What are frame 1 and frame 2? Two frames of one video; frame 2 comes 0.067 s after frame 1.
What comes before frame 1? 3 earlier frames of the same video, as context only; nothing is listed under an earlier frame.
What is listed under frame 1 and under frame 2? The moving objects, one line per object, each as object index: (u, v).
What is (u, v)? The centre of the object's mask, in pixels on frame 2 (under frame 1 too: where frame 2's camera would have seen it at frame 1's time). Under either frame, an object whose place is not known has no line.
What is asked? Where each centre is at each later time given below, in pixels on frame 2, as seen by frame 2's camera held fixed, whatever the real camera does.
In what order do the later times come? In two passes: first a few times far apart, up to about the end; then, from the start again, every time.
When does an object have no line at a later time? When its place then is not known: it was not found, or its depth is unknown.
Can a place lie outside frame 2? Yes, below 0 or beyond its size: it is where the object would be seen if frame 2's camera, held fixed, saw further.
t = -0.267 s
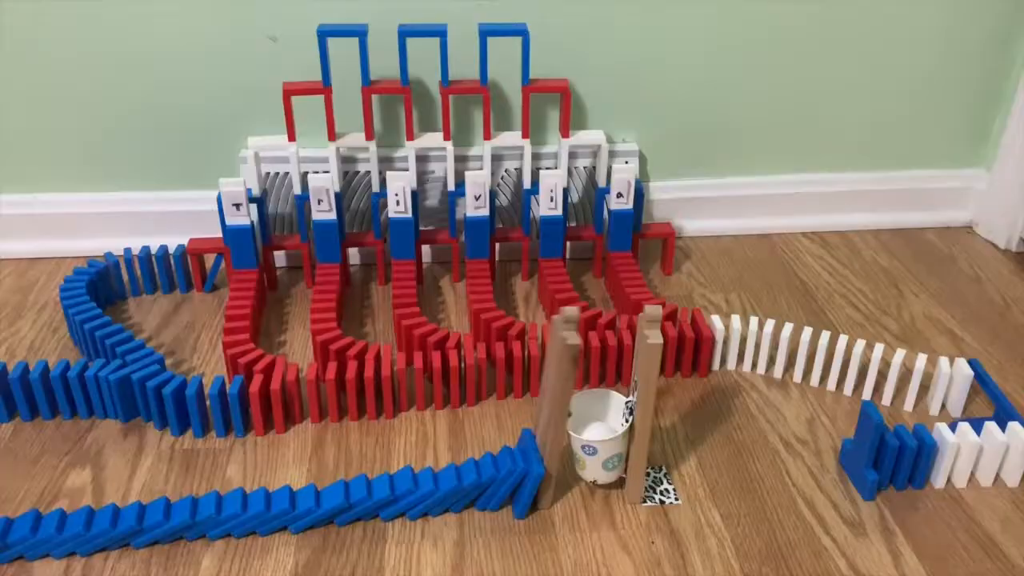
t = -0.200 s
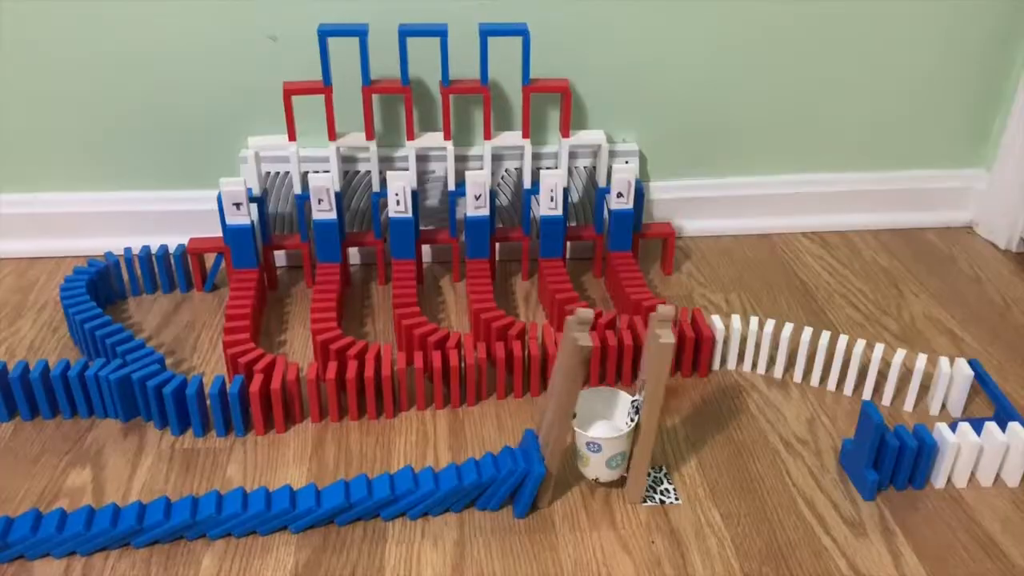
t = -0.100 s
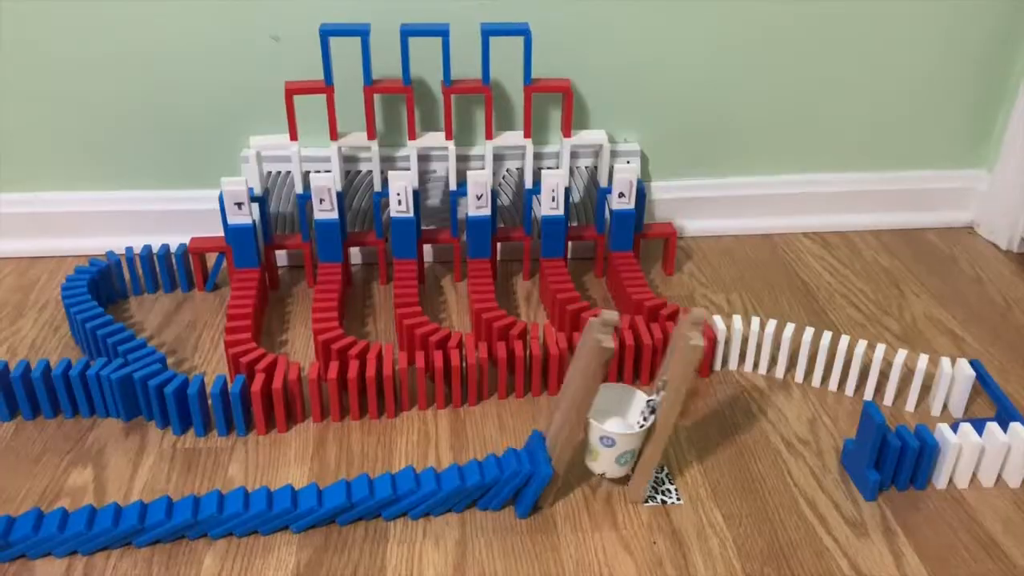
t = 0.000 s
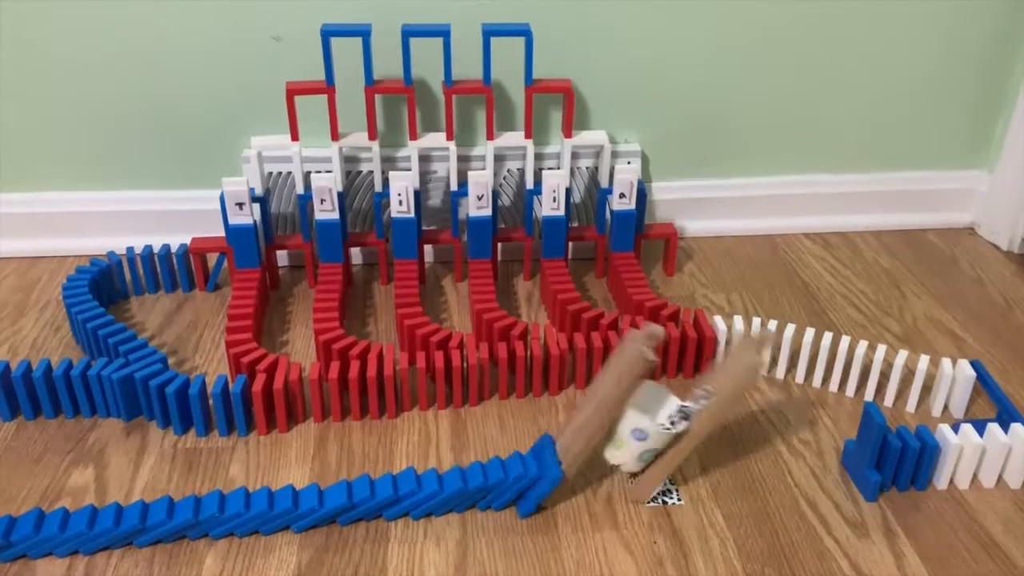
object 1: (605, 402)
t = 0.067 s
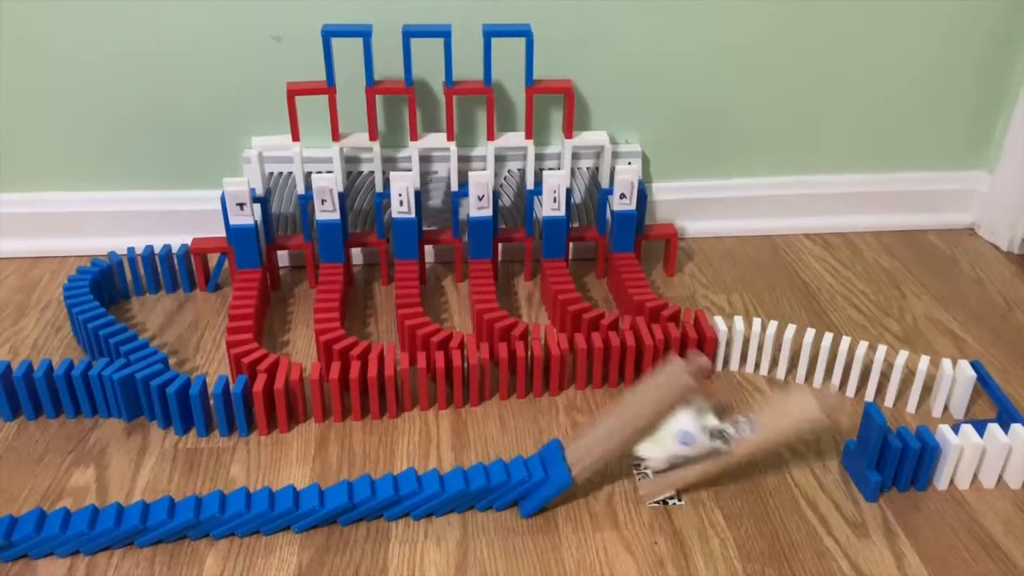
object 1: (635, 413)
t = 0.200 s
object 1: (646, 436)
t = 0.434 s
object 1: (646, 435)
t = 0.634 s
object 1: (646, 435)
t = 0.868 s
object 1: (646, 435)
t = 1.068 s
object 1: (645, 436)
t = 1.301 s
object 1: (646, 435)
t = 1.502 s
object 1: (646, 435)
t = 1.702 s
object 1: (646, 435)
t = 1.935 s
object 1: (645, 436)
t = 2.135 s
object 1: (645, 436)
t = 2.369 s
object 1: (645, 435)
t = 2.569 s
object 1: (645, 436)
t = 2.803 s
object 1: (646, 435)
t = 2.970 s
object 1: (645, 435)
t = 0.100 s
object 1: (645, 429)
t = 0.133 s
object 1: (647, 435)
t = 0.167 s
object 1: (643, 436)
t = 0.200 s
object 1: (646, 436)
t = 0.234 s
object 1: (645, 436)
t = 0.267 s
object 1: (645, 436)
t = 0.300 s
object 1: (645, 436)
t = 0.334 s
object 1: (646, 435)
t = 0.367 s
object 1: (645, 436)
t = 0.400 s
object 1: (645, 435)
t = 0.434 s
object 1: (646, 435)
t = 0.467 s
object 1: (645, 436)
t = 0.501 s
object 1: (645, 435)
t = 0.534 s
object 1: (646, 435)
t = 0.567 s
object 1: (646, 435)
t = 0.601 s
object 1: (646, 435)
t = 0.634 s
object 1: (646, 435)
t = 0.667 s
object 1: (646, 435)
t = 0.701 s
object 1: (646, 435)
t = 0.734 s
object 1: (646, 435)
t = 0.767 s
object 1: (646, 435)
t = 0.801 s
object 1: (646, 435)
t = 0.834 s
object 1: (646, 435)
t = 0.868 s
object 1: (646, 435)
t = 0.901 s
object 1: (646, 435)
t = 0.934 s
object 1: (646, 435)
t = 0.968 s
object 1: (646, 435)
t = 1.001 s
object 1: (644, 436)
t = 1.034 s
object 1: (646, 435)
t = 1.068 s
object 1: (645, 436)
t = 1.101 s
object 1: (646, 435)
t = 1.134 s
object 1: (646, 435)
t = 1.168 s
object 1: (645, 436)
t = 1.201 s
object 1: (645, 436)
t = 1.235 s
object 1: (646, 435)
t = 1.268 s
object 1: (646, 435)
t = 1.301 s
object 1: (646, 435)
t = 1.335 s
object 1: (646, 435)
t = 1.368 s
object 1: (646, 435)
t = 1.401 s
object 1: (646, 435)
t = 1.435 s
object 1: (646, 435)
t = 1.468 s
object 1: (646, 435)
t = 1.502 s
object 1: (646, 435)
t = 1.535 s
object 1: (646, 435)
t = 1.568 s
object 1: (646, 435)
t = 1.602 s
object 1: (646, 435)
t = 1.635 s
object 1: (646, 435)
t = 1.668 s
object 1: (646, 435)
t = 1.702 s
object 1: (646, 435)
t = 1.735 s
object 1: (645, 435)
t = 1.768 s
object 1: (645, 435)
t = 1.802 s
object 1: (645, 435)
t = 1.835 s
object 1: (645, 436)
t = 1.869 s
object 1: (645, 436)
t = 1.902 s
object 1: (645, 436)
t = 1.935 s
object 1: (645, 436)
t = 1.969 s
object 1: (644, 436)
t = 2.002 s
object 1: (645, 436)
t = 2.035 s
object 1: (645, 436)
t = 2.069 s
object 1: (645, 436)
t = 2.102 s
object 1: (645, 436)
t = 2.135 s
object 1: (645, 436)
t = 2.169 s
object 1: (645, 435)
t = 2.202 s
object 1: (645, 436)
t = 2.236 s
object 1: (645, 436)
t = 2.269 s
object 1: (646, 436)
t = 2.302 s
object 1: (646, 436)
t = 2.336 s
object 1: (646, 435)
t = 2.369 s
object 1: (645, 435)
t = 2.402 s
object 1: (645, 436)
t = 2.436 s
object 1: (645, 436)
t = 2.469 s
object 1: (645, 436)
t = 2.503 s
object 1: (645, 436)
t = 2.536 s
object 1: (645, 436)
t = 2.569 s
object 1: (645, 436)
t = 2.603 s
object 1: (646, 436)
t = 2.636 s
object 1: (645, 436)
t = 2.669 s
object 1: (646, 435)
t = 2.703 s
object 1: (646, 435)
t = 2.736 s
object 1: (646, 435)
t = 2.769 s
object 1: (646, 435)
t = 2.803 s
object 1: (646, 435)
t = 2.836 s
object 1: (646, 435)
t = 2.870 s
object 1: (646, 435)
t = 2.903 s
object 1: (646, 435)
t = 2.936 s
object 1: (646, 435)
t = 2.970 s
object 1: (645, 435)
